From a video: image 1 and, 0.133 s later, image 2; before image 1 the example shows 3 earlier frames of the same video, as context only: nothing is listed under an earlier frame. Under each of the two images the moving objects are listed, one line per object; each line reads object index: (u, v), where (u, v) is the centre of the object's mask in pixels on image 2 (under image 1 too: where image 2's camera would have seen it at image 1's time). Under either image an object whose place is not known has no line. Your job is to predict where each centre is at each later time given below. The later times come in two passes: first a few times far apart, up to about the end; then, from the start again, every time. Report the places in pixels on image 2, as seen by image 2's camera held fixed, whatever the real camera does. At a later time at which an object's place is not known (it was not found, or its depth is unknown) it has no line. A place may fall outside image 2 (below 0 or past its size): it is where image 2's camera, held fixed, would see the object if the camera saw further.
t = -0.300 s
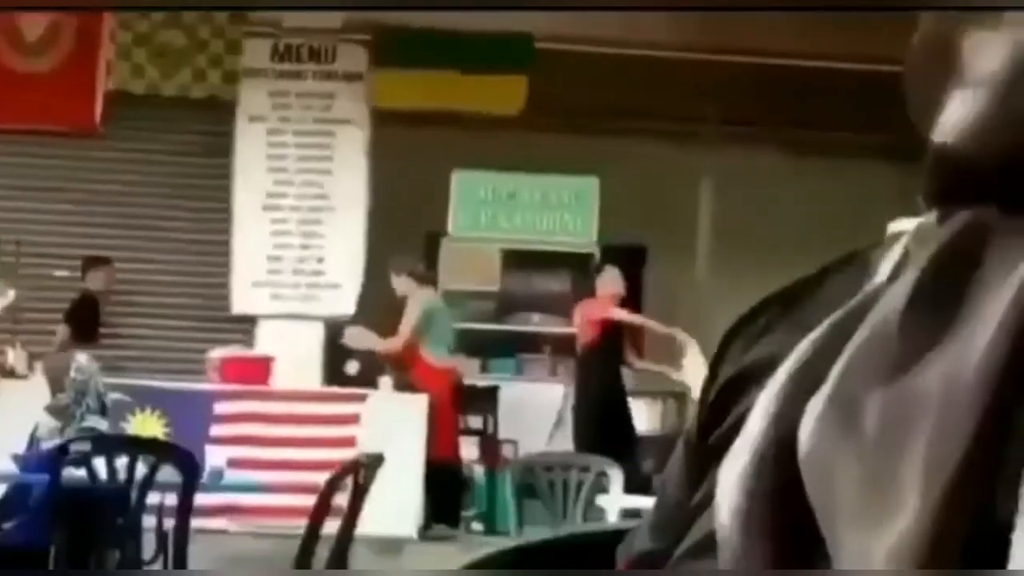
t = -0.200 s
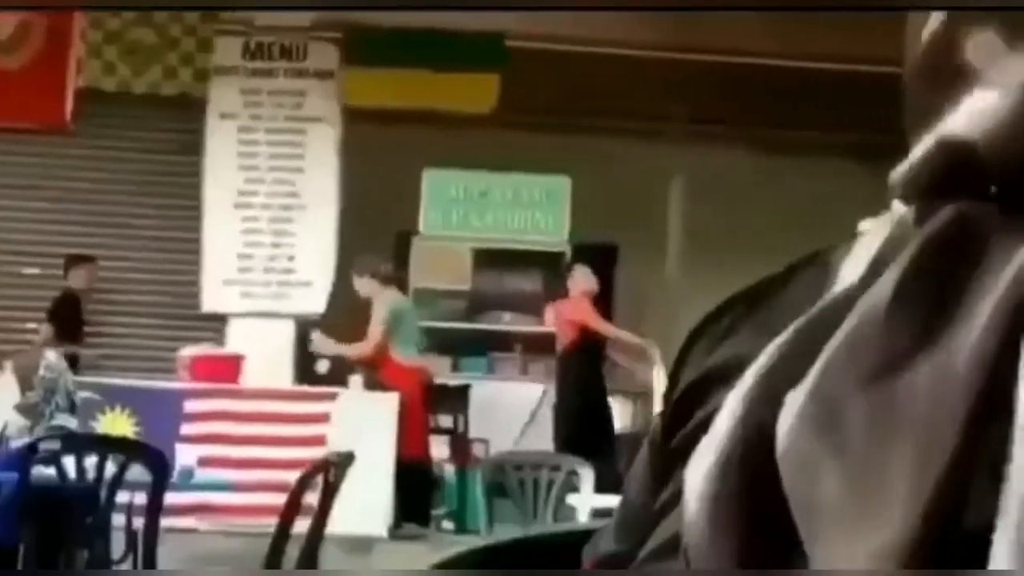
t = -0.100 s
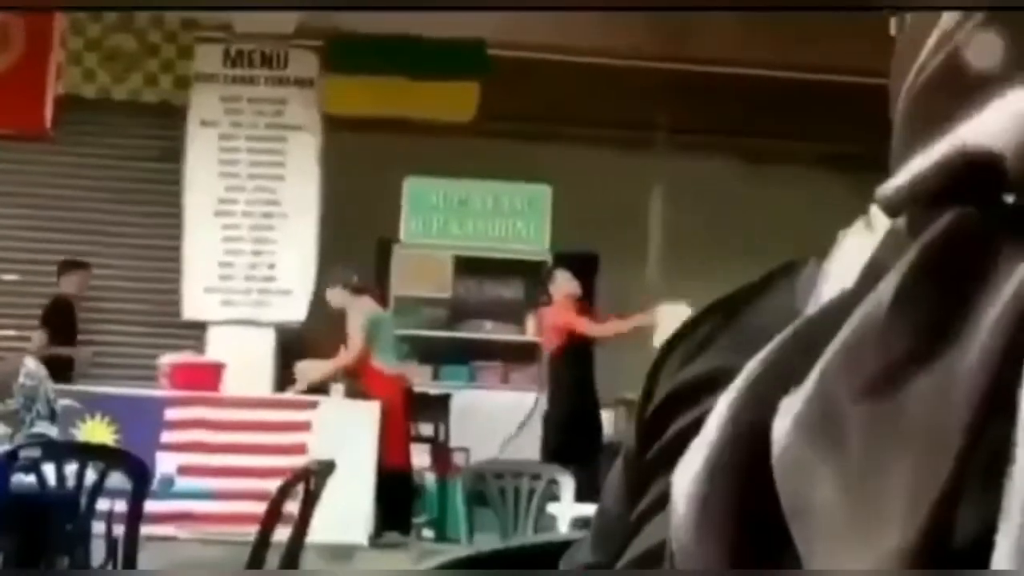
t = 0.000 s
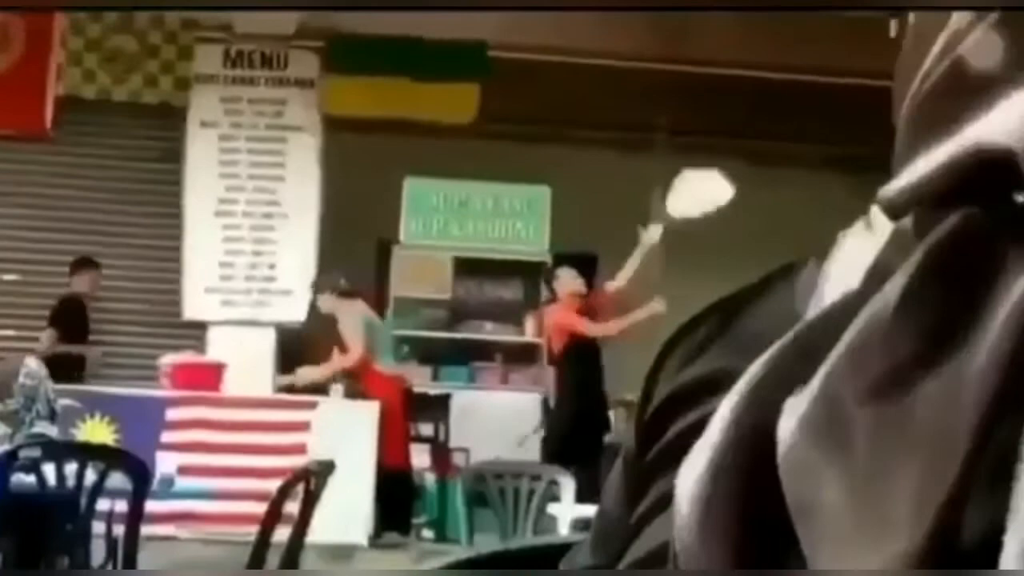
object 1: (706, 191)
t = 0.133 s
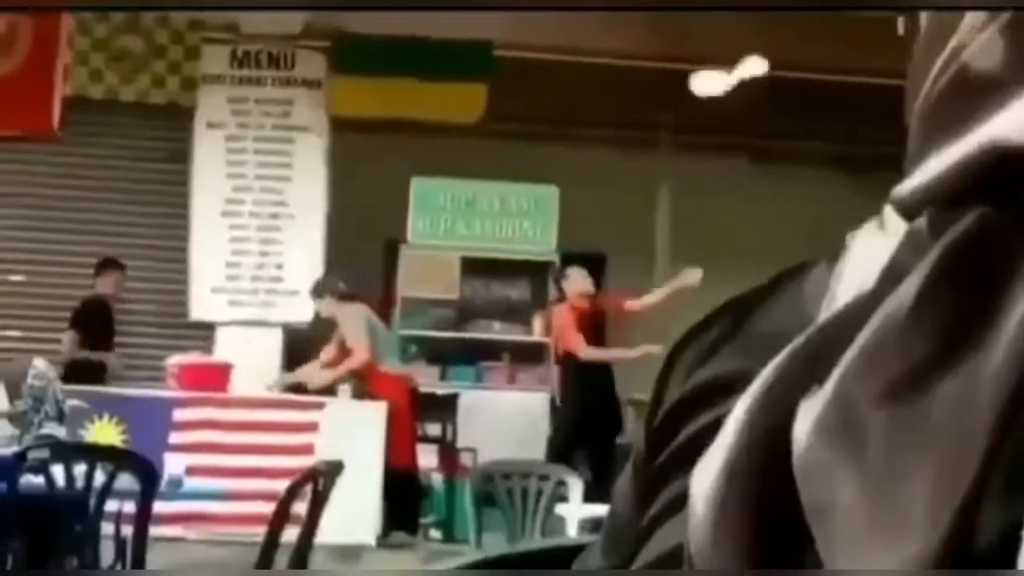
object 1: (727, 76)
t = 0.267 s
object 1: (741, 30)
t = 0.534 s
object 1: (705, -3)
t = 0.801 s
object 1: (577, 65)
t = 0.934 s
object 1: (507, 118)
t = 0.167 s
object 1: (735, 62)
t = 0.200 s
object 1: (740, 53)
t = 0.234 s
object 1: (745, 40)
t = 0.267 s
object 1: (741, 30)
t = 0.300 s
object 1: (739, 23)
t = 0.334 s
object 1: (739, 15)
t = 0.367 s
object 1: (736, 13)
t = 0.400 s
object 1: (732, 11)
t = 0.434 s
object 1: (726, 12)
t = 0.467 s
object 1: (718, 6)
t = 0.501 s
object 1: (711, -1)
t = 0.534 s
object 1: (705, -3)
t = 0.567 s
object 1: (699, -2)
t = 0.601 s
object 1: (693, 1)
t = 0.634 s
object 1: (677, 6)
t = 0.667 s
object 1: (661, 13)
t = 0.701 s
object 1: (639, 24)
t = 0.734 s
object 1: (621, 35)
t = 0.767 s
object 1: (598, 50)
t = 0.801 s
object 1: (577, 65)
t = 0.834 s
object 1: (557, 77)
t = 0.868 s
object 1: (537, 89)
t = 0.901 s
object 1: (521, 103)
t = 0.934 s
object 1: (507, 118)
